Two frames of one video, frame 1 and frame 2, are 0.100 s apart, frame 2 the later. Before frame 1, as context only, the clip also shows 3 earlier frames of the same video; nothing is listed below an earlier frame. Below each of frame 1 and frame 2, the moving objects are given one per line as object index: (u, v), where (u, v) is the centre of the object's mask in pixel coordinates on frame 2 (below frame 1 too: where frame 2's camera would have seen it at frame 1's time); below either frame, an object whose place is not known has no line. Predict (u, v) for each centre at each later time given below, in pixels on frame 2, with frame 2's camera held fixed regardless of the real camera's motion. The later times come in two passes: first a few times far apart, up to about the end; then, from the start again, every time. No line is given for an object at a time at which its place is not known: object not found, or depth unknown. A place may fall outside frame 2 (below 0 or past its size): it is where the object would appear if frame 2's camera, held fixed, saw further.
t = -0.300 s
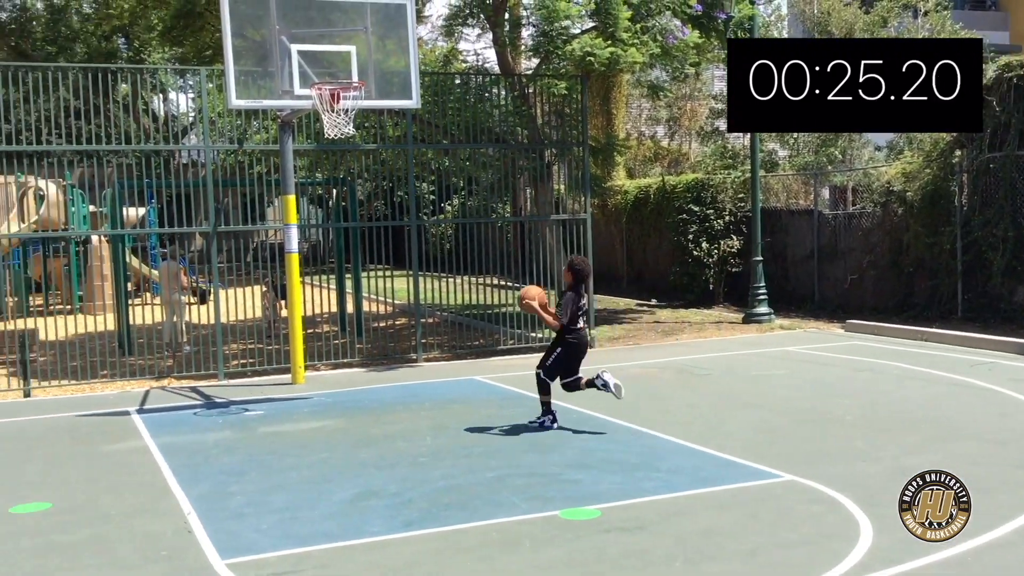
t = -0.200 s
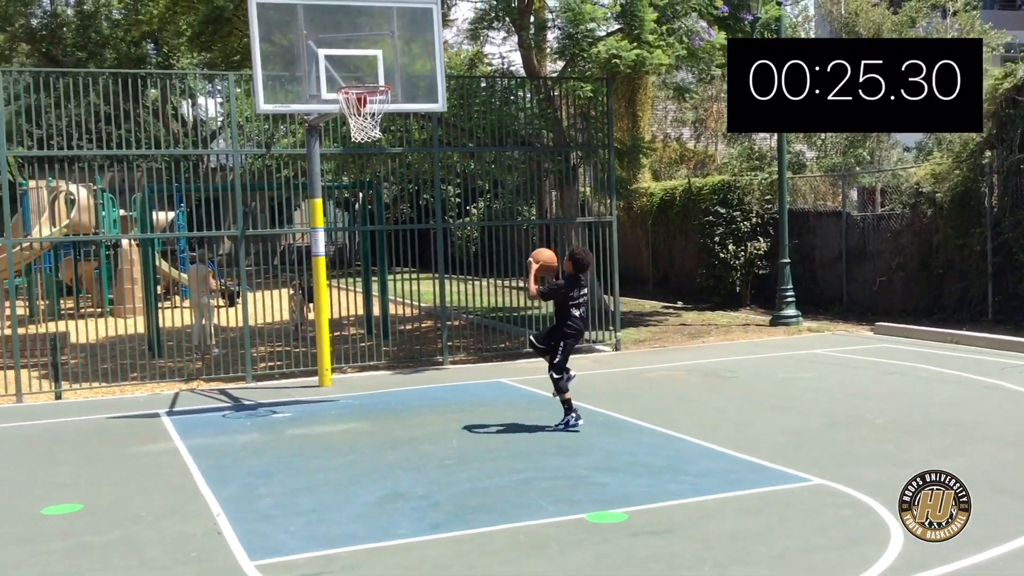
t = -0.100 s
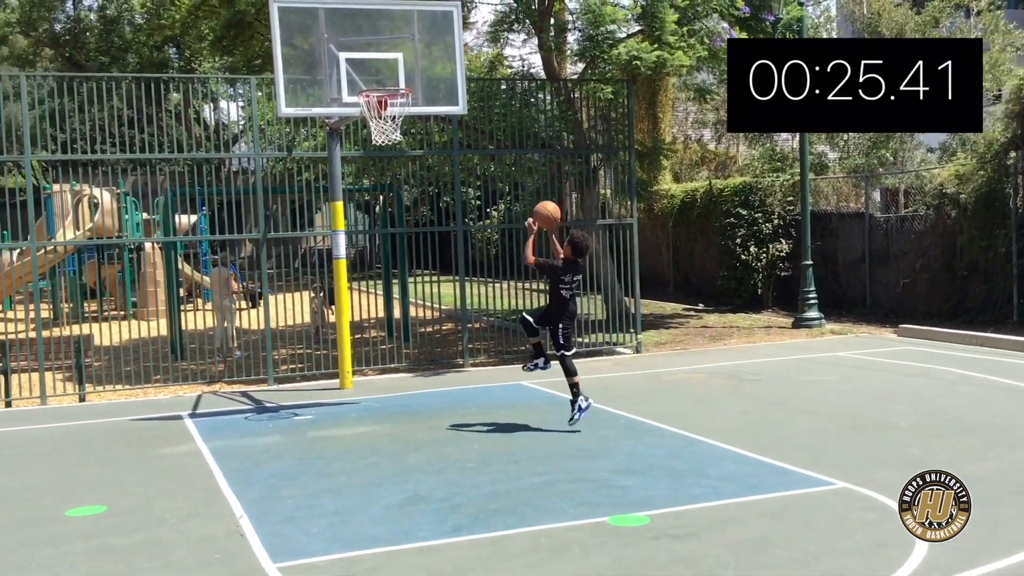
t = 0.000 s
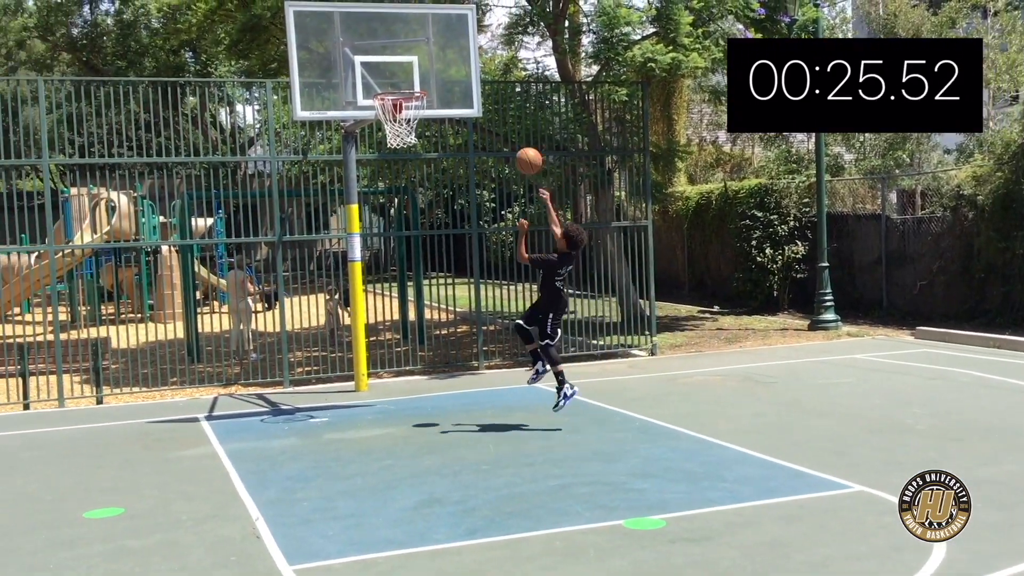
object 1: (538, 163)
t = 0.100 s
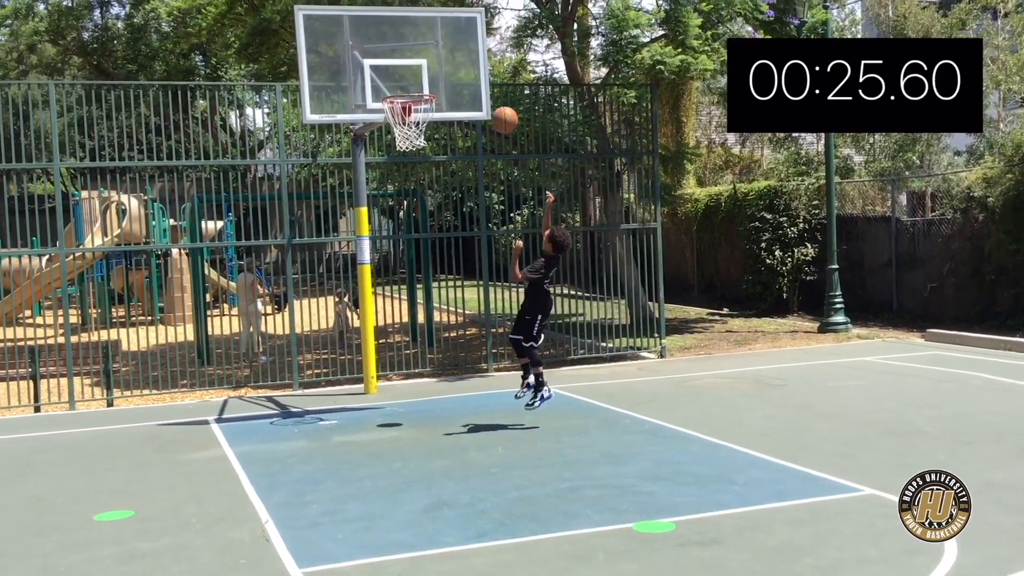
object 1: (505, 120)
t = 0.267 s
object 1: (455, 75)
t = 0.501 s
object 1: (403, 62)
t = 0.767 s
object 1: (398, 74)
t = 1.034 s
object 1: (410, 84)
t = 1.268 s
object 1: (415, 124)
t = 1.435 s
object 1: (420, 192)
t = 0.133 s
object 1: (495, 108)
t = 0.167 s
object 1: (484, 98)
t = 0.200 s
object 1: (474, 89)
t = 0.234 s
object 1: (464, 82)
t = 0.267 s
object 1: (455, 75)
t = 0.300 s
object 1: (445, 70)
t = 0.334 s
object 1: (436, 66)
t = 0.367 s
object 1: (427, 64)
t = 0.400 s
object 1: (418, 62)
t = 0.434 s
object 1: (409, 62)
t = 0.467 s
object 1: (404, 62)
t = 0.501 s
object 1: (403, 62)
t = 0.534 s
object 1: (401, 64)
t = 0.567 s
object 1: (400, 67)
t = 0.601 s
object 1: (398, 70)
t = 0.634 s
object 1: (396, 76)
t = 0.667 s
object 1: (395, 83)
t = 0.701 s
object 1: (395, 82)
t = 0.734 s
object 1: (396, 77)
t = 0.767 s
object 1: (398, 74)
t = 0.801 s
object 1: (399, 72)
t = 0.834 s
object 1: (401, 70)
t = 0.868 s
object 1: (403, 70)
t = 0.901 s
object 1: (404, 71)
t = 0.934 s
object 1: (406, 74)
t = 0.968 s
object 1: (408, 78)
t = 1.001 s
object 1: (410, 82)
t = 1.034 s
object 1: (410, 84)
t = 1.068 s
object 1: (411, 86)
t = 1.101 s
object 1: (411, 89)
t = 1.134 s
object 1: (412, 93)
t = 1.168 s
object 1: (412, 99)
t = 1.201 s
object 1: (413, 106)
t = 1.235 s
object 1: (414, 114)
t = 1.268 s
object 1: (415, 124)
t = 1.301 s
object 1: (416, 135)
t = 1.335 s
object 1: (417, 147)
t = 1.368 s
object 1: (418, 161)
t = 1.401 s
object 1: (419, 175)
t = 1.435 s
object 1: (420, 192)
